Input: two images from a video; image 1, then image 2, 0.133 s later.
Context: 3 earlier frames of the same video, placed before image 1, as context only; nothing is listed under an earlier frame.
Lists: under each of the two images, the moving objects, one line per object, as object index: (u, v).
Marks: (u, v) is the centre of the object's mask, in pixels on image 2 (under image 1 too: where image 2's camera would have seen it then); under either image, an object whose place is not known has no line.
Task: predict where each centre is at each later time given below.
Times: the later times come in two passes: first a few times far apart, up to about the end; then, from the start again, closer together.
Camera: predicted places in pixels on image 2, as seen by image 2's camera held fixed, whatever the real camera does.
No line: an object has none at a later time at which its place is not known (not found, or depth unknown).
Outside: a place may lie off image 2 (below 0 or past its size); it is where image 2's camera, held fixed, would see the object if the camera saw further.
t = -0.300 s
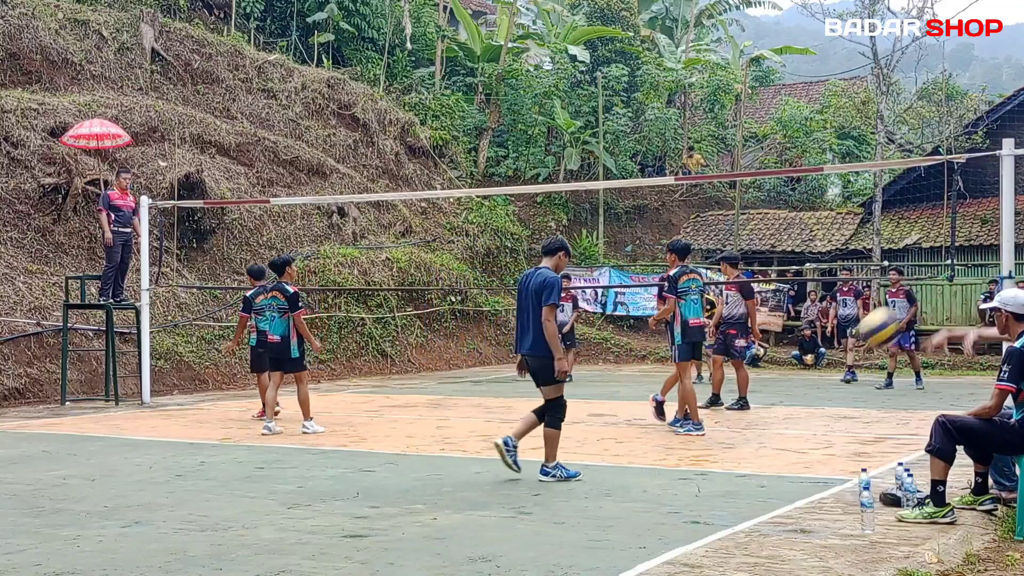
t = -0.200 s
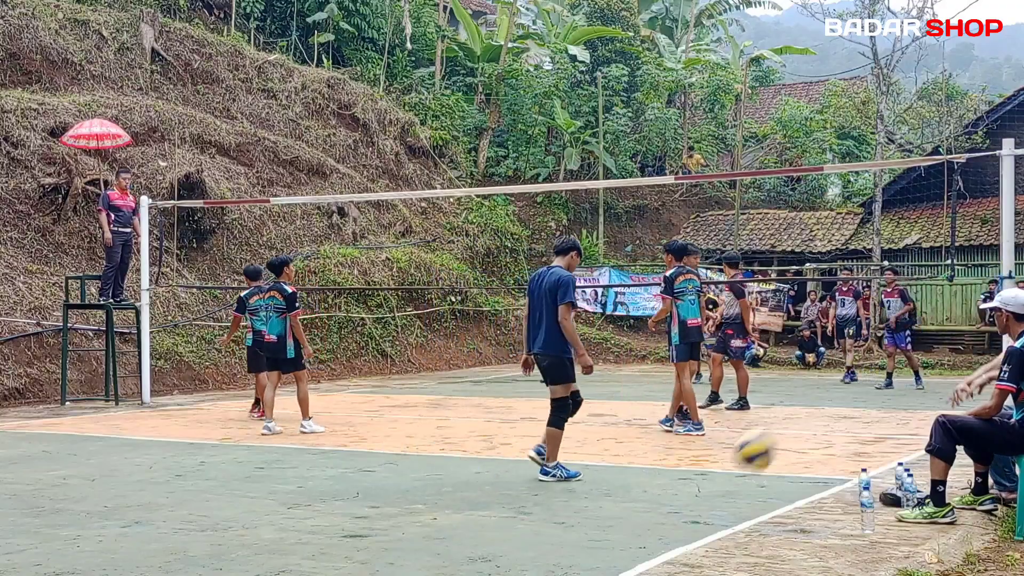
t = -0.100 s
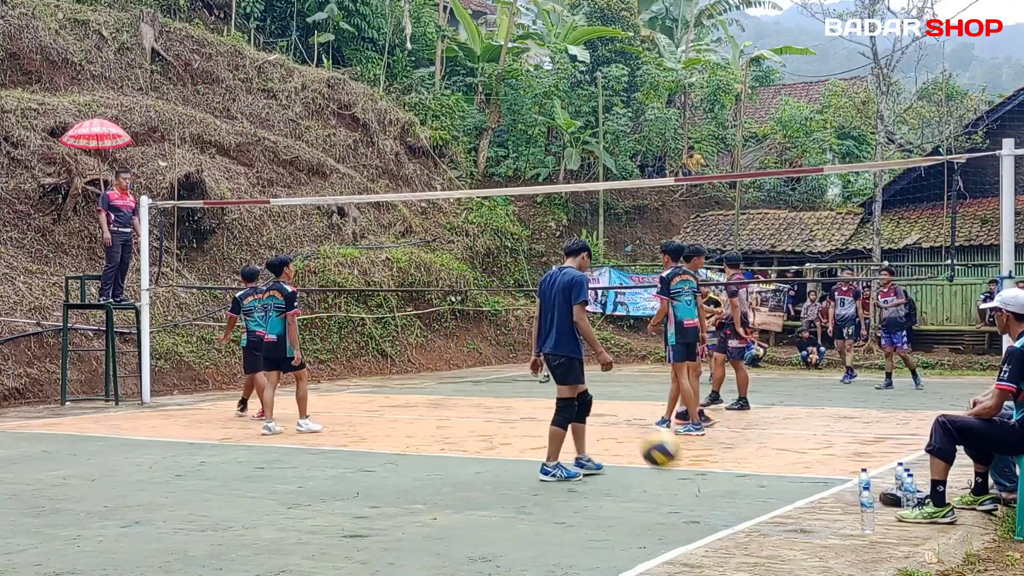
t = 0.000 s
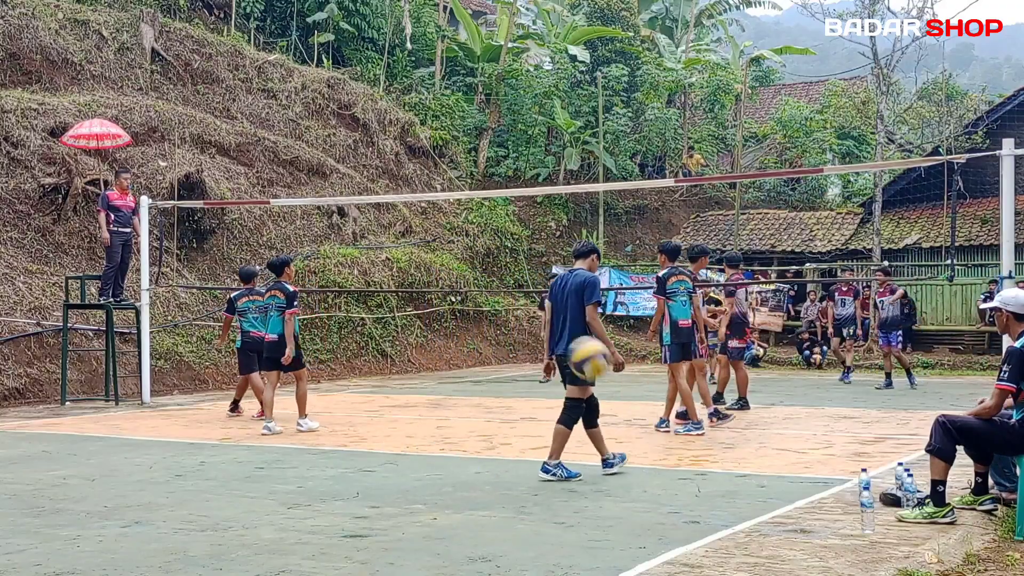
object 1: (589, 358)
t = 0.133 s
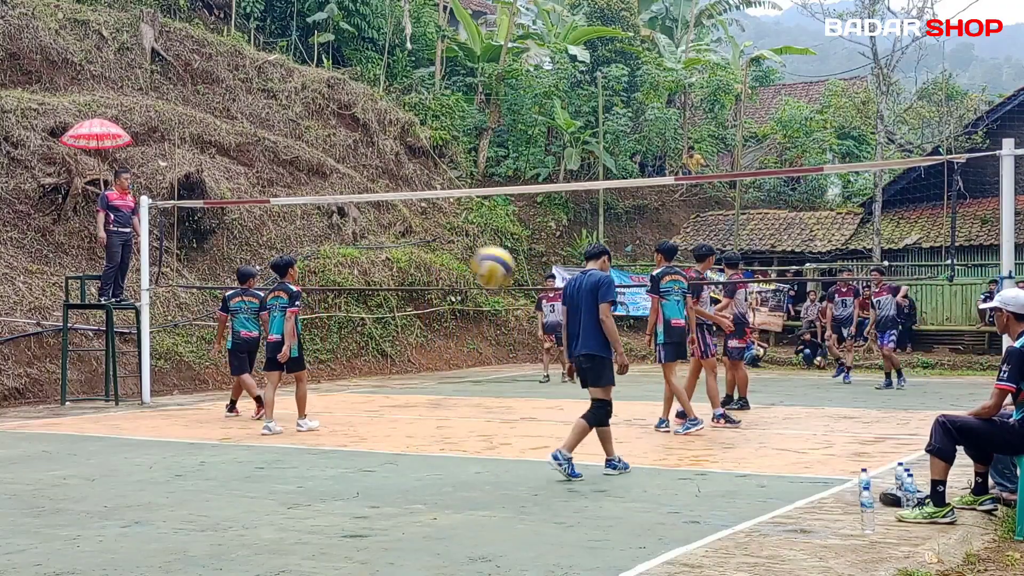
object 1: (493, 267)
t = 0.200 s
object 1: (444, 232)
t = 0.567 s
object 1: (153, 205)
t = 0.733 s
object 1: (15, 291)
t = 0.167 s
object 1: (469, 249)
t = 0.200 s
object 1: (444, 232)
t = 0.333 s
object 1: (342, 191)
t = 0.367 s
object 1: (316, 185)
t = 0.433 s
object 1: (263, 182)
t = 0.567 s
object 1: (153, 205)
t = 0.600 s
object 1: (123, 218)
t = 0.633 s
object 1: (96, 232)
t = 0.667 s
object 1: (68, 249)
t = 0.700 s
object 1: (38, 268)
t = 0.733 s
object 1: (15, 291)
